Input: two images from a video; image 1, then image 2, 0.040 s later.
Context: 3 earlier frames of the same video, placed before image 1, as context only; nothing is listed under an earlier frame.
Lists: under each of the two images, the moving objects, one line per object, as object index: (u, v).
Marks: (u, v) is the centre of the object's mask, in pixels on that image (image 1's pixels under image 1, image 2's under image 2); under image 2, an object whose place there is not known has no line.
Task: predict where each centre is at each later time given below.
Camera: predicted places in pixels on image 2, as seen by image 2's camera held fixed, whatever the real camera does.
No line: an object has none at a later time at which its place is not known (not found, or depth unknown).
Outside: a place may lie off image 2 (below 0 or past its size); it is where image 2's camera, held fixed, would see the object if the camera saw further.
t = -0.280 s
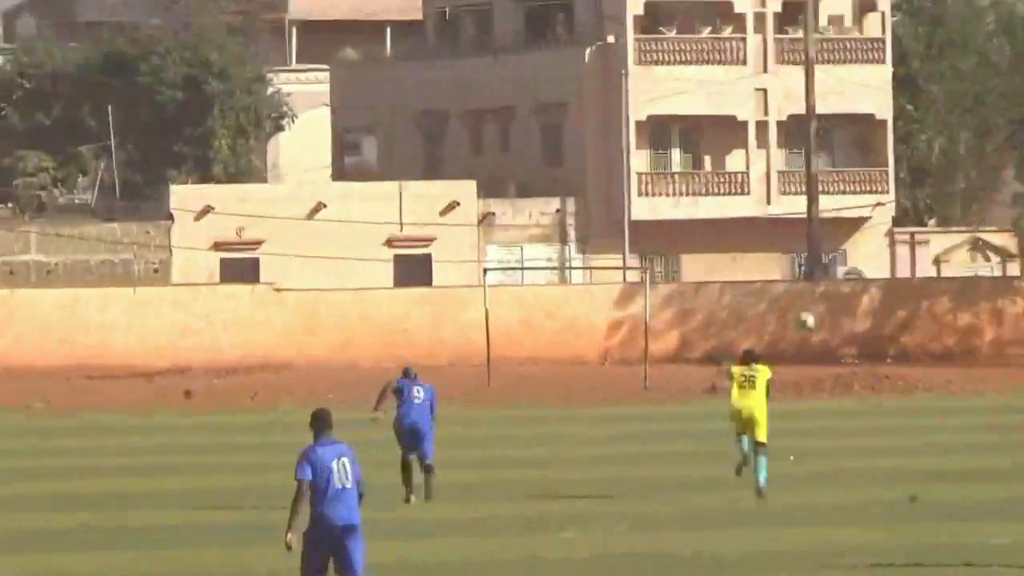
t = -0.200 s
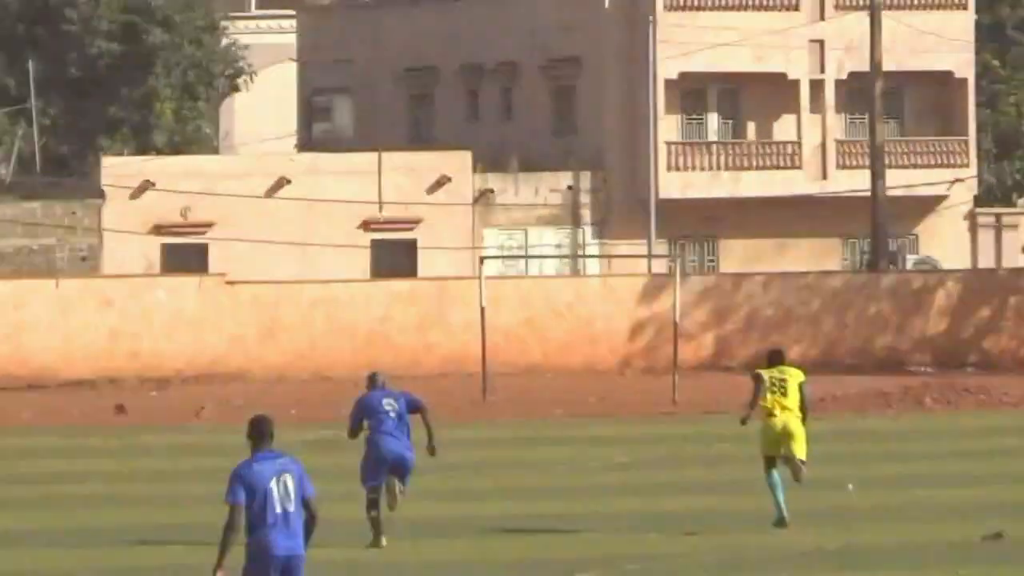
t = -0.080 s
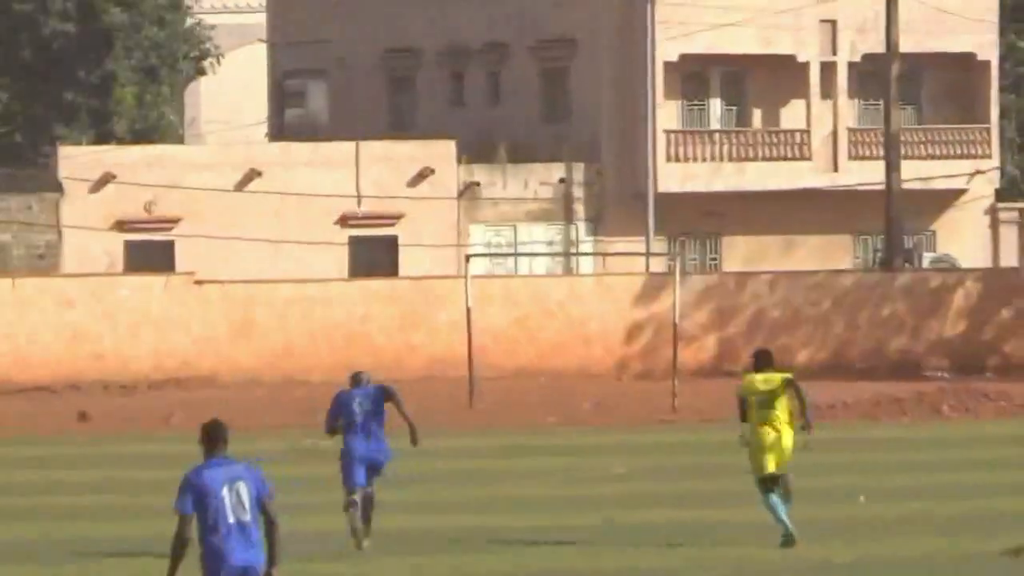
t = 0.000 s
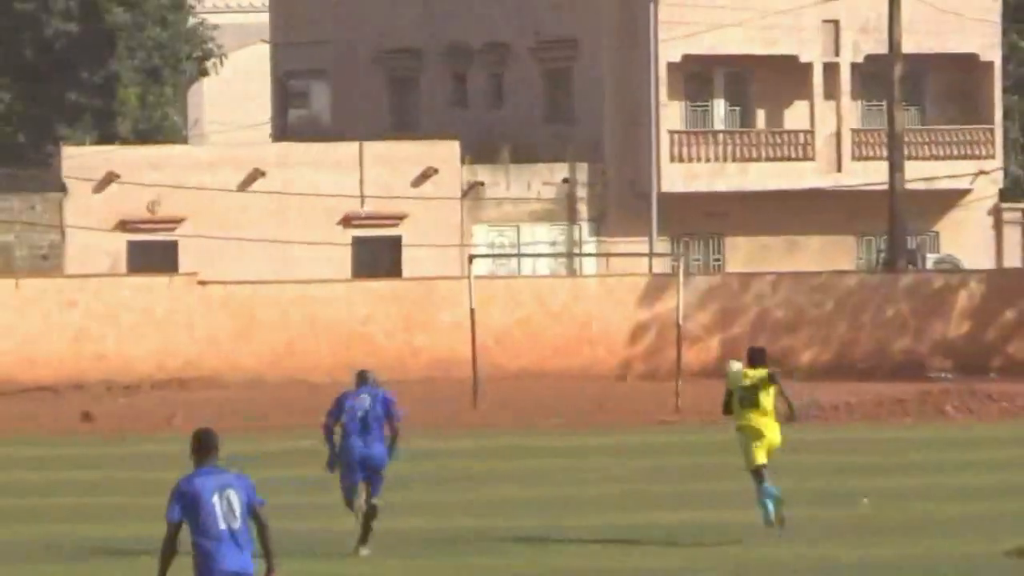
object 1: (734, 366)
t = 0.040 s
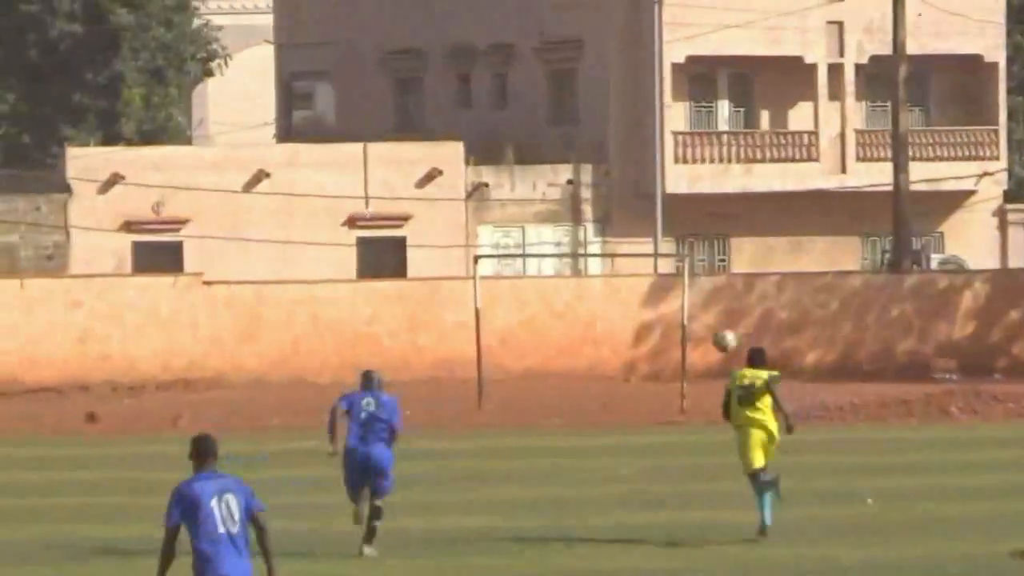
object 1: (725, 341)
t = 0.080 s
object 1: (713, 311)
